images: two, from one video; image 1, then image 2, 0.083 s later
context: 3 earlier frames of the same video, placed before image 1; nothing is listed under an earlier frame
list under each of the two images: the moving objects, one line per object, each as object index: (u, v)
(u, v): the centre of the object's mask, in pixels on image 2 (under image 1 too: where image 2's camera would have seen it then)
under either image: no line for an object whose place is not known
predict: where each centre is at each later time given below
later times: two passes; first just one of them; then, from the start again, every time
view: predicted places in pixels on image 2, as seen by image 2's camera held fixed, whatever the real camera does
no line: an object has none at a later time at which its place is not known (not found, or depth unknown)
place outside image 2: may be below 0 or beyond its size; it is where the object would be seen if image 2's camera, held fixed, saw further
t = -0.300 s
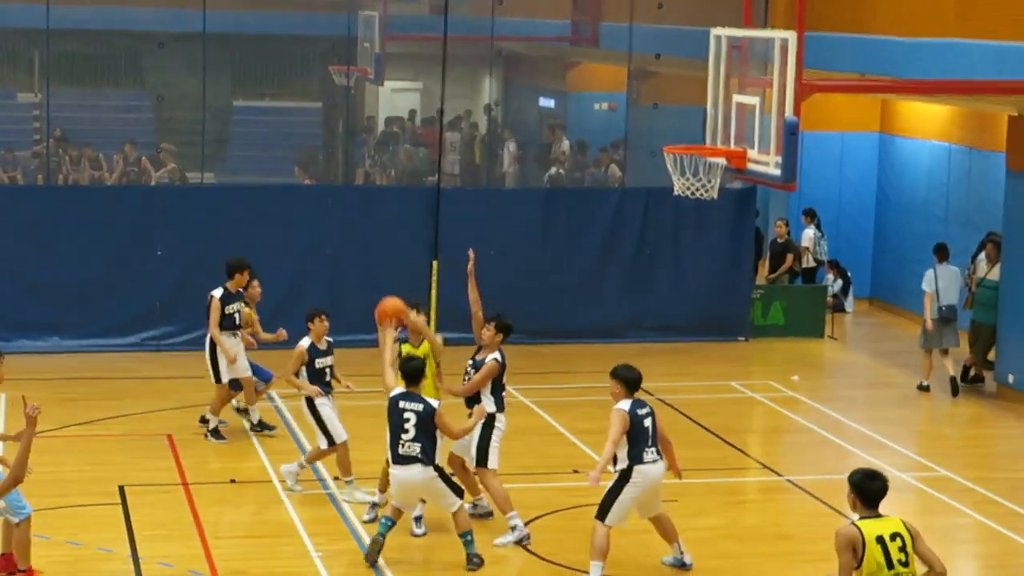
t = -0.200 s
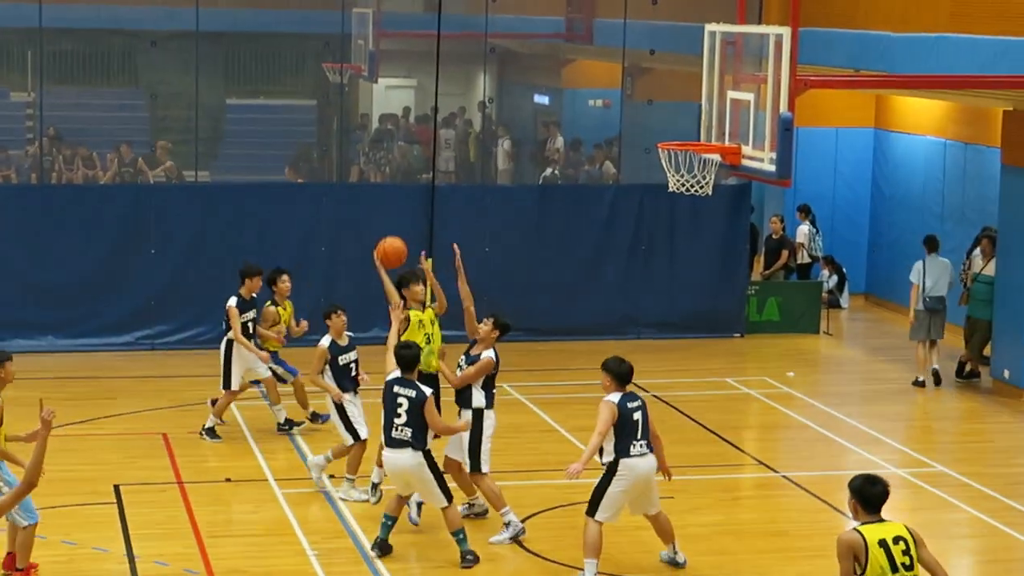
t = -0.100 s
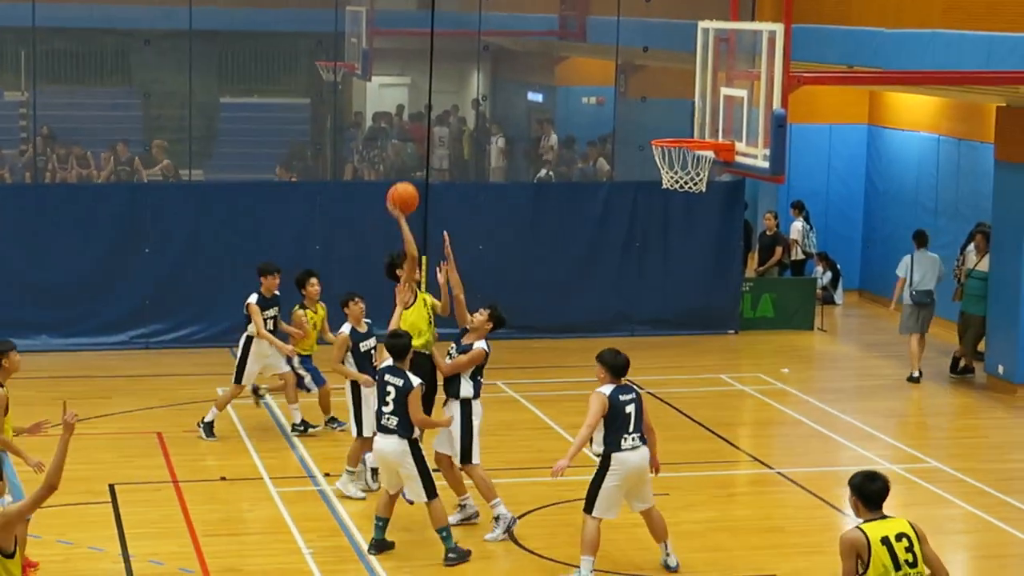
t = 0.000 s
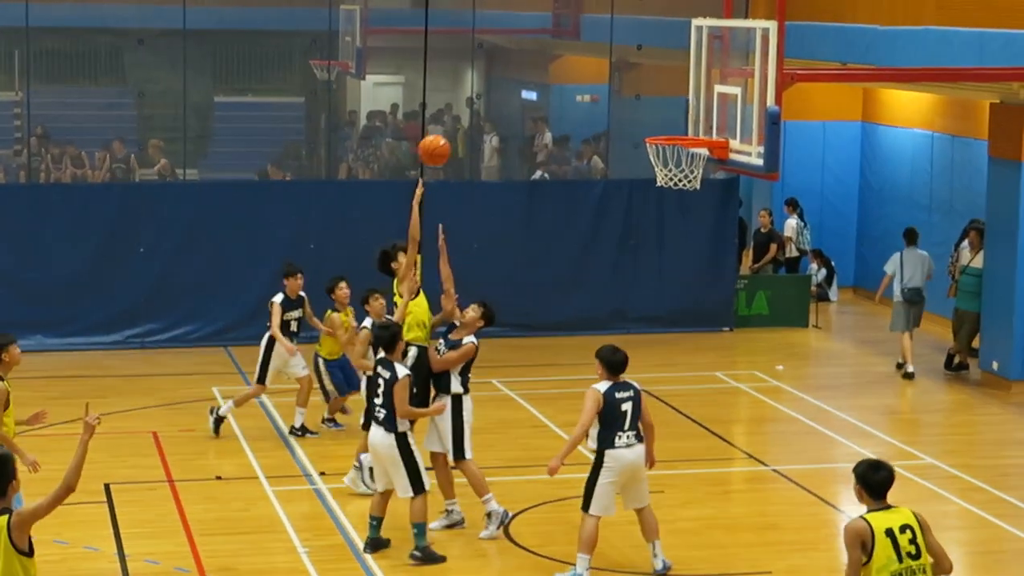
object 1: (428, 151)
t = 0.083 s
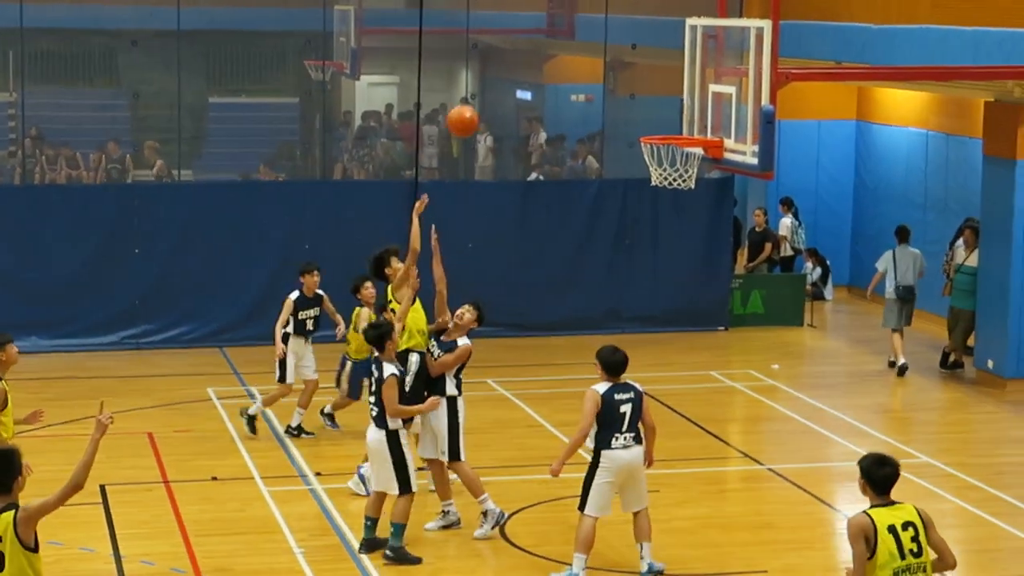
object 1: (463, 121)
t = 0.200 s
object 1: (509, 94)
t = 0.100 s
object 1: (469, 116)
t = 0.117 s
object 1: (476, 111)
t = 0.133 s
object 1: (482, 108)
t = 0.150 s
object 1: (489, 104)
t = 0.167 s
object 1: (495, 100)
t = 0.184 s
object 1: (502, 97)
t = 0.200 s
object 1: (509, 94)
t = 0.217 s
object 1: (516, 92)
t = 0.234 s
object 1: (523, 90)
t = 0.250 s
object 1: (529, 88)
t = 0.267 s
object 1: (536, 86)
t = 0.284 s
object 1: (542, 86)
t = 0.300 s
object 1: (548, 85)
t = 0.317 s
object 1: (555, 85)
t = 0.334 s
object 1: (562, 86)
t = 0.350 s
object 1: (569, 86)
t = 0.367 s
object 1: (576, 87)
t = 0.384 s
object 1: (582, 88)
